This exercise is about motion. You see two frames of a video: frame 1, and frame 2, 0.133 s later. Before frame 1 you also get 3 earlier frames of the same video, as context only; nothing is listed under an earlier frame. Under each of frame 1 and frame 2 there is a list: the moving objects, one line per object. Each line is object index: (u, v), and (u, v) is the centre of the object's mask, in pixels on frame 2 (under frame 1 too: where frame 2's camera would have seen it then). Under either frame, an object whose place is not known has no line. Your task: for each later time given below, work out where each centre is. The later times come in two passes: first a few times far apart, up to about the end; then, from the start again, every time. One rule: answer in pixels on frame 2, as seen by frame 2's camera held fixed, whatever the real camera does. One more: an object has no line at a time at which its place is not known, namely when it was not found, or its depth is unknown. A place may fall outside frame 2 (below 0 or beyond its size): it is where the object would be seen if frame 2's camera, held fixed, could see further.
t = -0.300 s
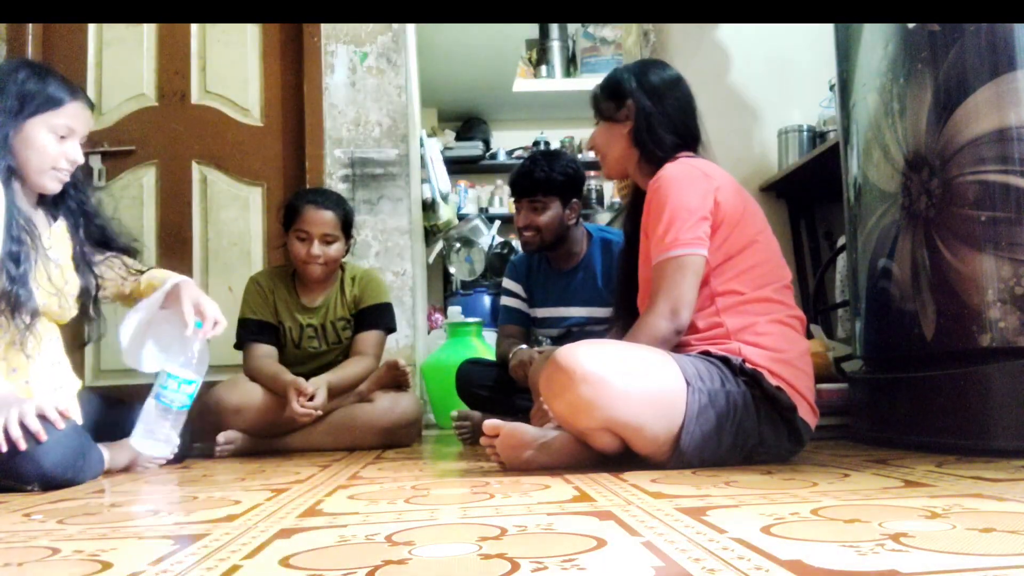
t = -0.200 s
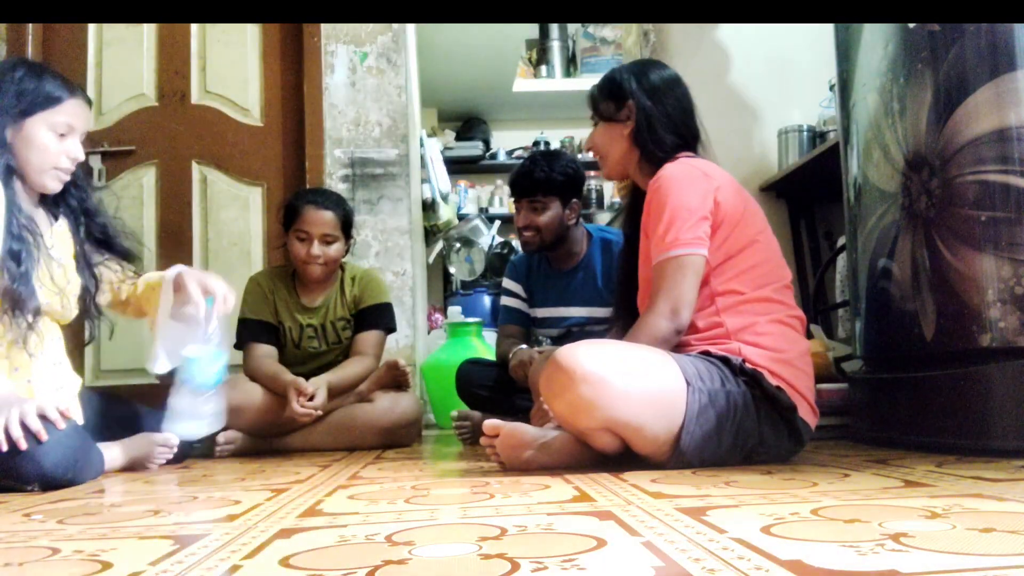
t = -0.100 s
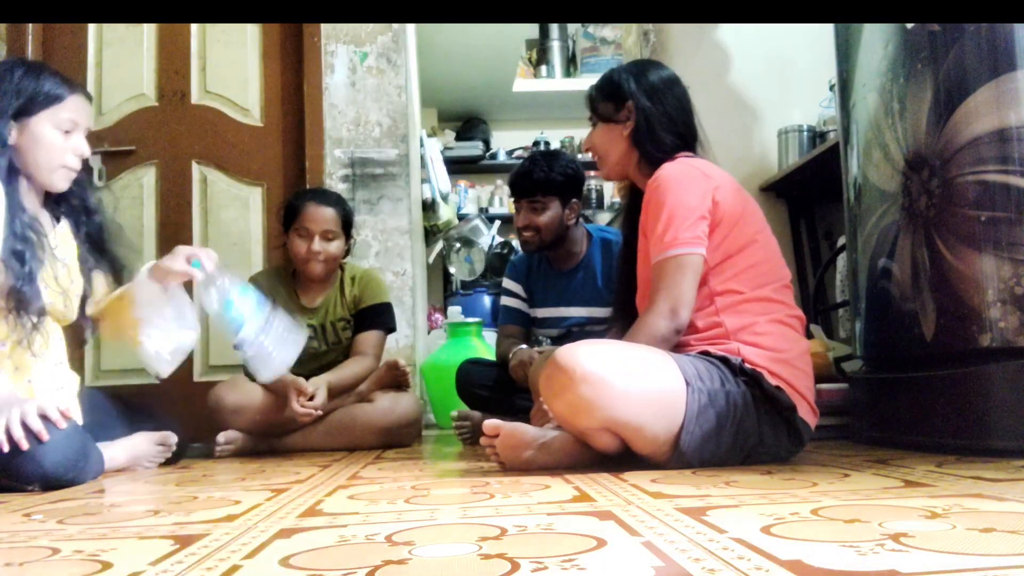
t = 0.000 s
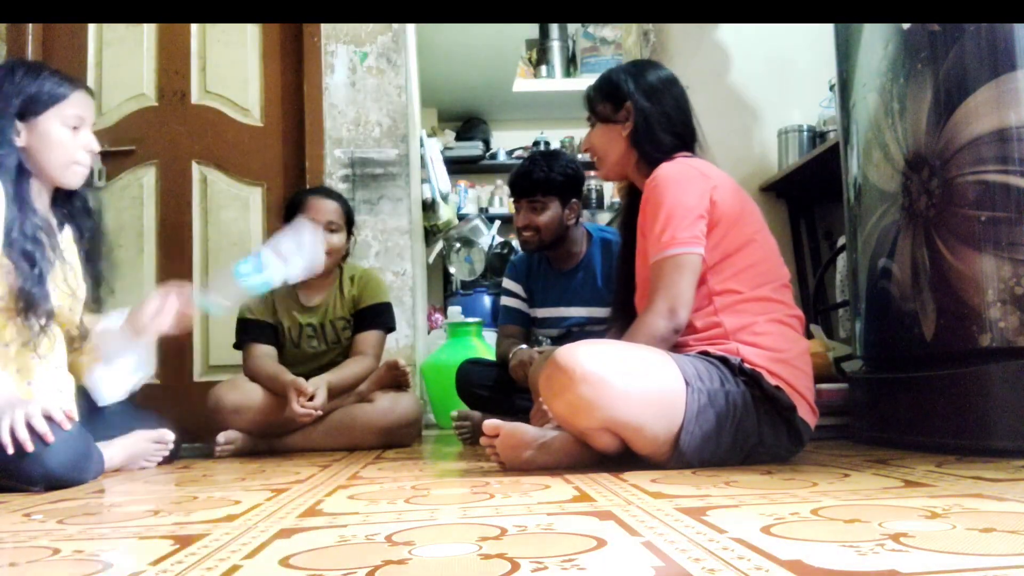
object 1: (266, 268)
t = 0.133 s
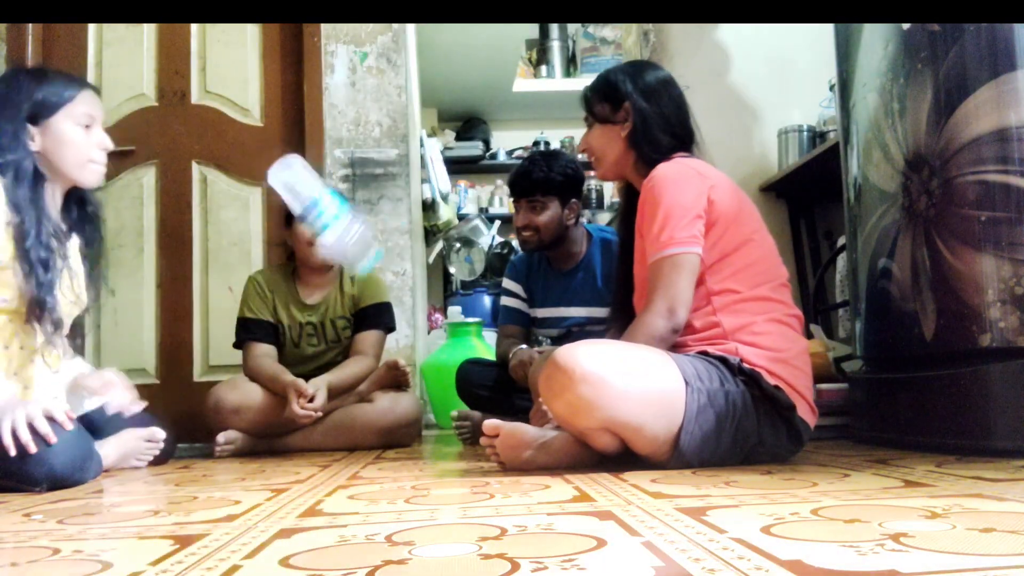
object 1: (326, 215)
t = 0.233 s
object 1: (336, 201)
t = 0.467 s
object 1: (342, 404)
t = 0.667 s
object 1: (367, 451)
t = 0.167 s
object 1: (330, 202)
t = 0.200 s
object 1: (333, 197)
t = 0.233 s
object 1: (336, 201)
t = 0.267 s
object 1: (335, 211)
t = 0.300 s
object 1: (329, 227)
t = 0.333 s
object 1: (328, 254)
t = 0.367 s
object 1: (332, 286)
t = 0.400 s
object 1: (333, 327)
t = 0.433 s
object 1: (334, 378)
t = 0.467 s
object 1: (342, 404)
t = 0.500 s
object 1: (353, 410)
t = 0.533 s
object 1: (363, 420)
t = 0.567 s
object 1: (369, 435)
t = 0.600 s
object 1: (366, 450)
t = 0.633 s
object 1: (367, 450)
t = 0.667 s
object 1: (367, 451)
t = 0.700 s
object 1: (365, 451)
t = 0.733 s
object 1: (363, 451)
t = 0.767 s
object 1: (361, 451)
